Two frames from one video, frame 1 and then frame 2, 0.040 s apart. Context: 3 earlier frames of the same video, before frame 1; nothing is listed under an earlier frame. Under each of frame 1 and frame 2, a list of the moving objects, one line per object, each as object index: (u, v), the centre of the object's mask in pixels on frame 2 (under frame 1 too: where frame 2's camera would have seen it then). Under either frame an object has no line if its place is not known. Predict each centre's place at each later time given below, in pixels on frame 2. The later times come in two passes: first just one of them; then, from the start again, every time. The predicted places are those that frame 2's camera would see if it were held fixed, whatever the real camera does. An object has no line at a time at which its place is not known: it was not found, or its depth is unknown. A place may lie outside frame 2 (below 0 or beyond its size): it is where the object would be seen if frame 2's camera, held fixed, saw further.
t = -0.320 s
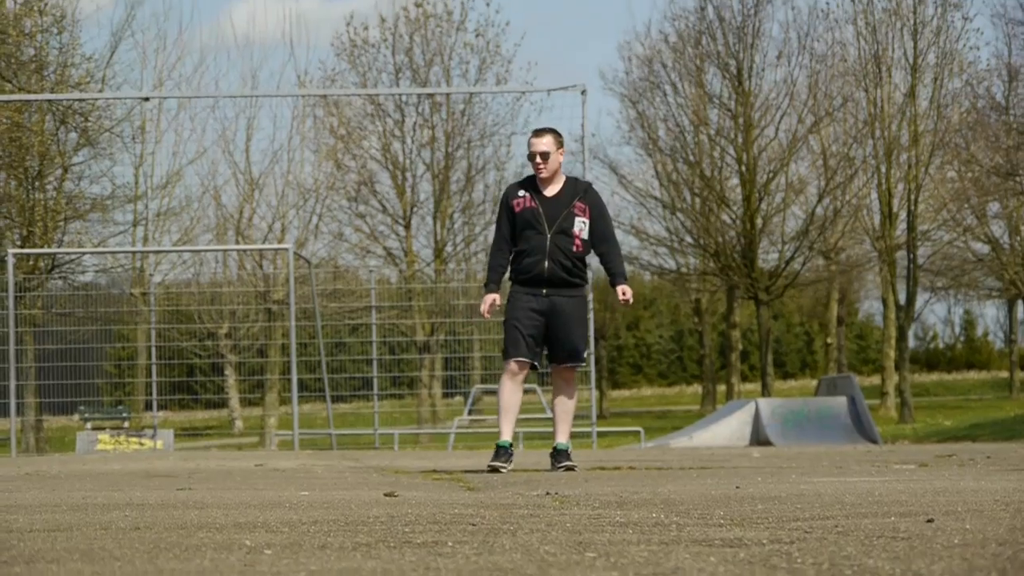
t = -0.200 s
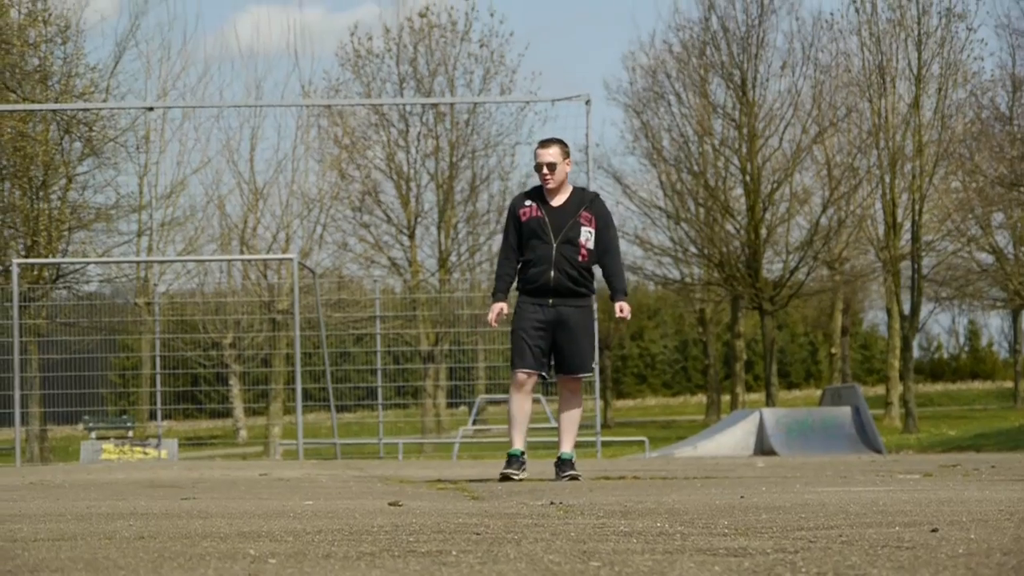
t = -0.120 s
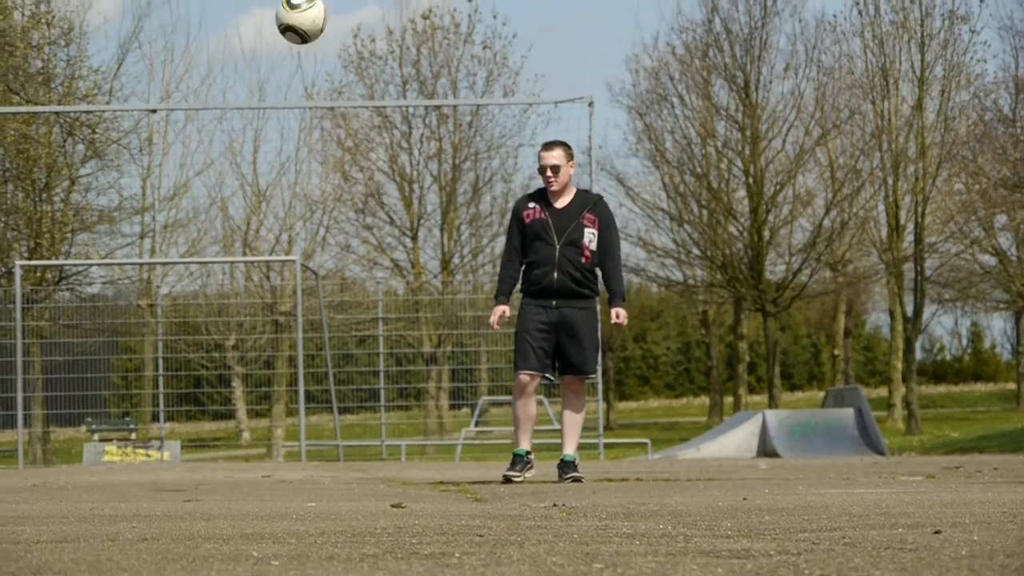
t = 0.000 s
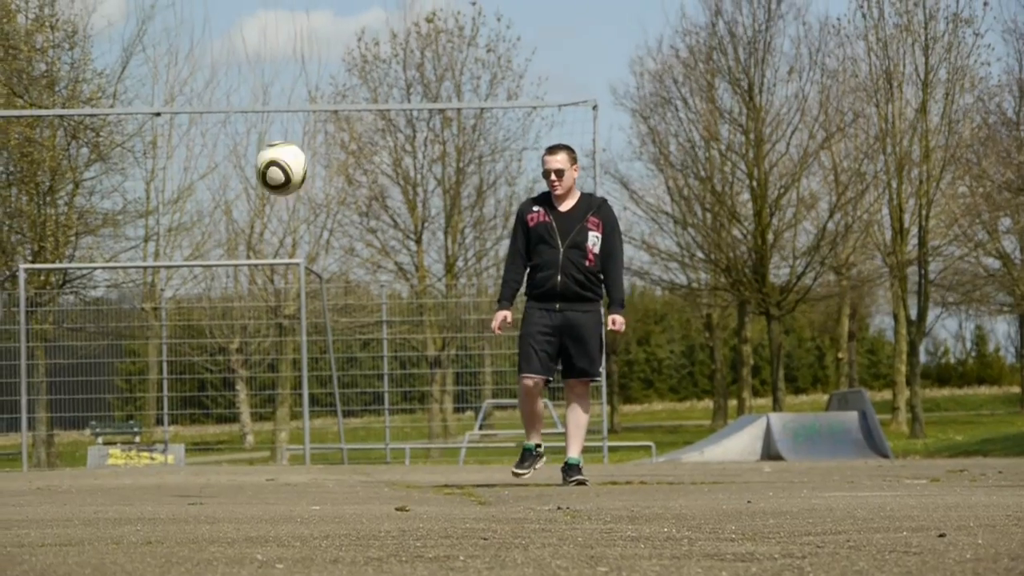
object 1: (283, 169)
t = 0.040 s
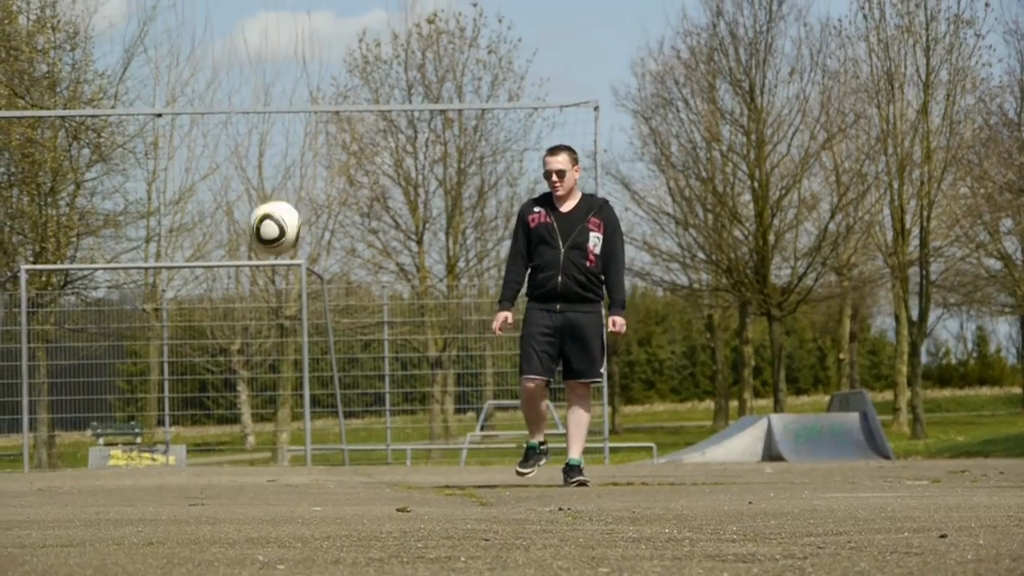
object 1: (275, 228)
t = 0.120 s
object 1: (259, 358)
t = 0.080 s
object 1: (267, 289)
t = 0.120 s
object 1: (259, 358)
